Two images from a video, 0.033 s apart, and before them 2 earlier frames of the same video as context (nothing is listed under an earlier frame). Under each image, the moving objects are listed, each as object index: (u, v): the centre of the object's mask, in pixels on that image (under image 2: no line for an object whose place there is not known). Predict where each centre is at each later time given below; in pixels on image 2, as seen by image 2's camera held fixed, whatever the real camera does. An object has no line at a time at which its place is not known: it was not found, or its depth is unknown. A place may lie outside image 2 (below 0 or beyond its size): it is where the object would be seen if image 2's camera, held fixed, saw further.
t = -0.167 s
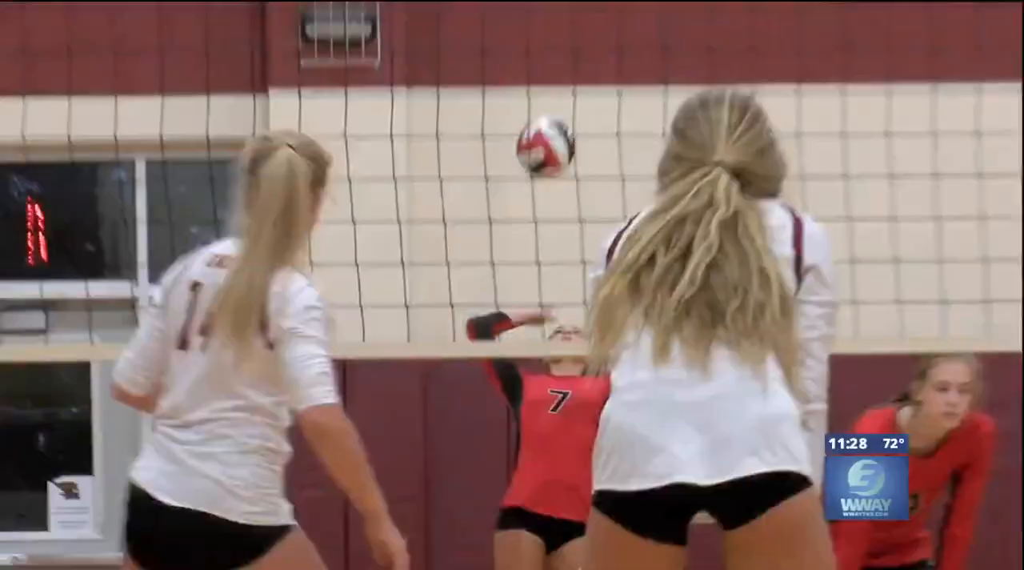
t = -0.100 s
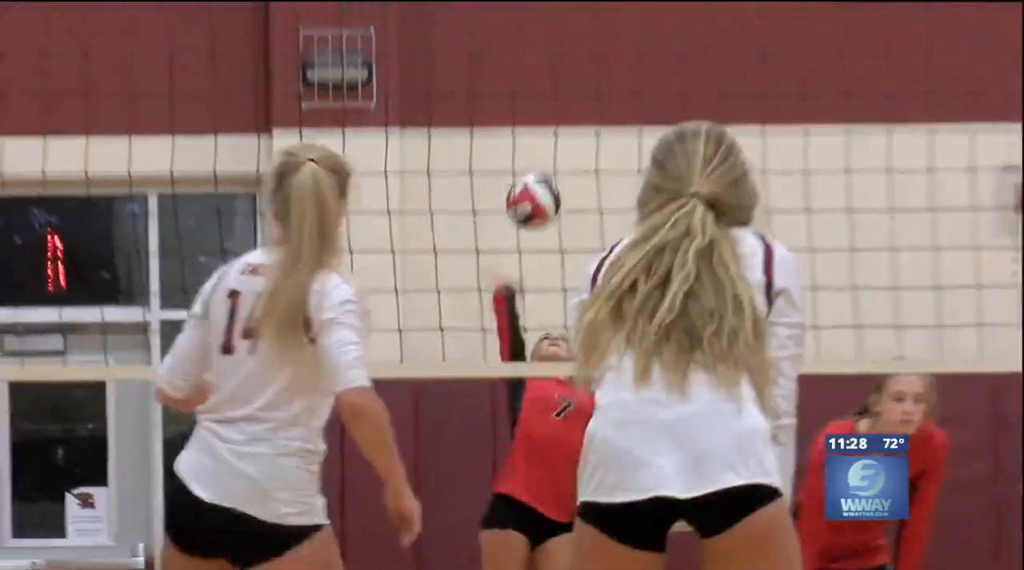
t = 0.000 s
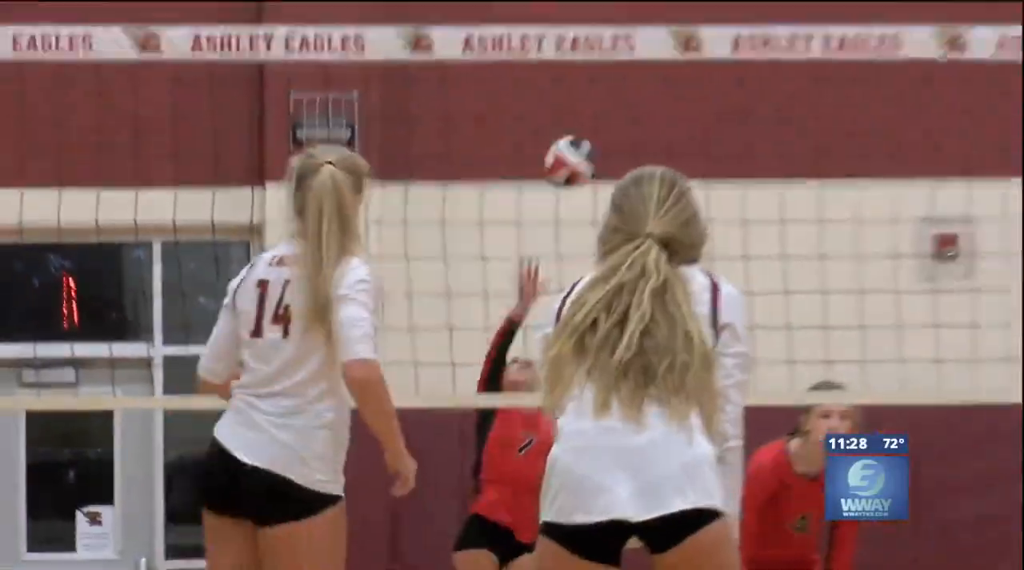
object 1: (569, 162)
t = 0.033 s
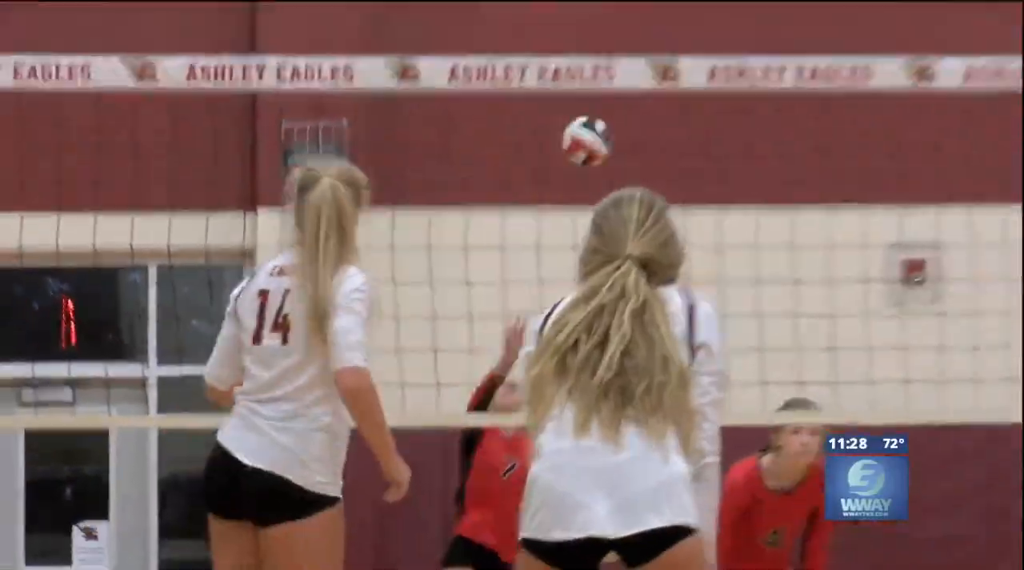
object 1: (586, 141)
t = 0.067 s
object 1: (621, 101)
